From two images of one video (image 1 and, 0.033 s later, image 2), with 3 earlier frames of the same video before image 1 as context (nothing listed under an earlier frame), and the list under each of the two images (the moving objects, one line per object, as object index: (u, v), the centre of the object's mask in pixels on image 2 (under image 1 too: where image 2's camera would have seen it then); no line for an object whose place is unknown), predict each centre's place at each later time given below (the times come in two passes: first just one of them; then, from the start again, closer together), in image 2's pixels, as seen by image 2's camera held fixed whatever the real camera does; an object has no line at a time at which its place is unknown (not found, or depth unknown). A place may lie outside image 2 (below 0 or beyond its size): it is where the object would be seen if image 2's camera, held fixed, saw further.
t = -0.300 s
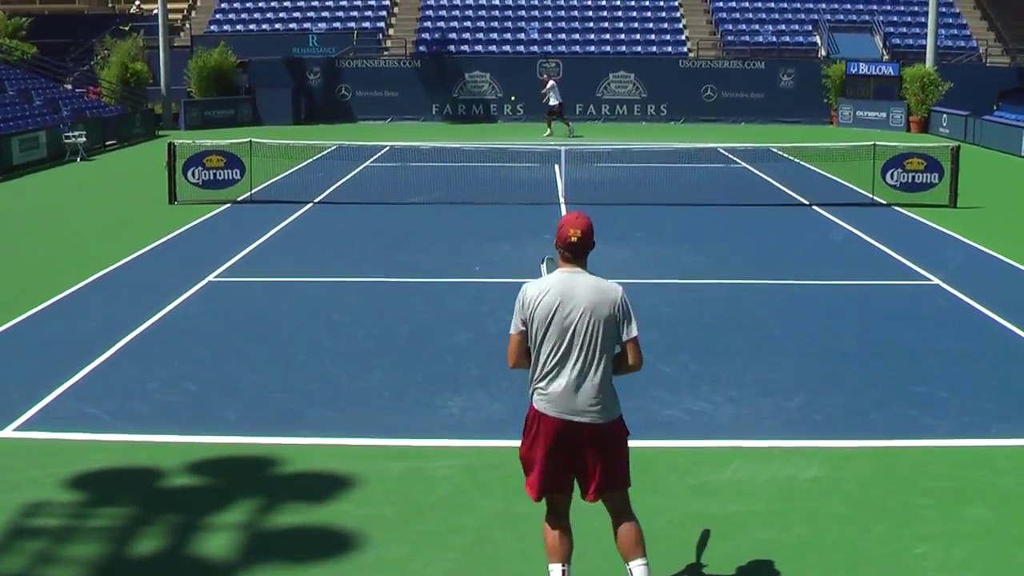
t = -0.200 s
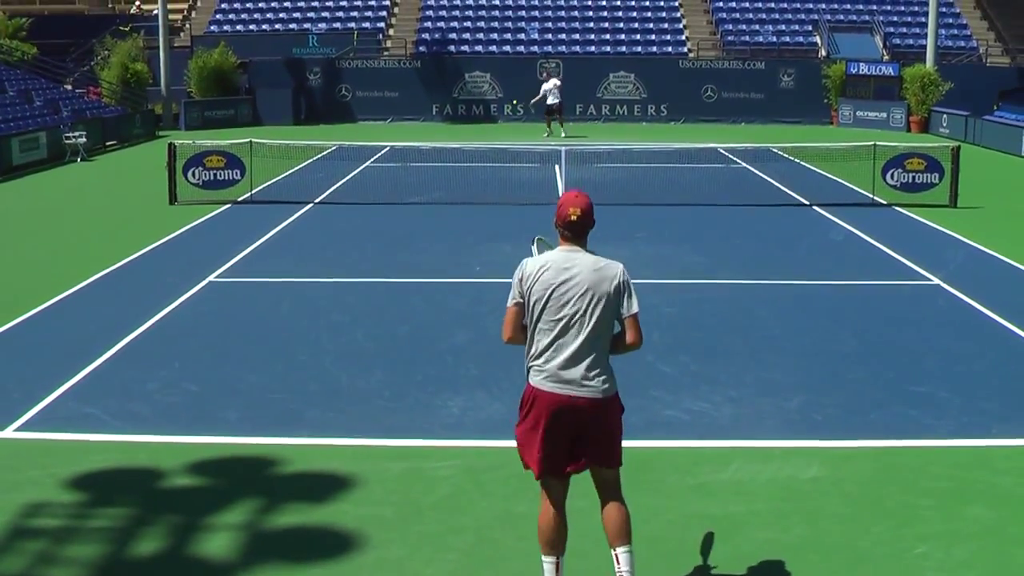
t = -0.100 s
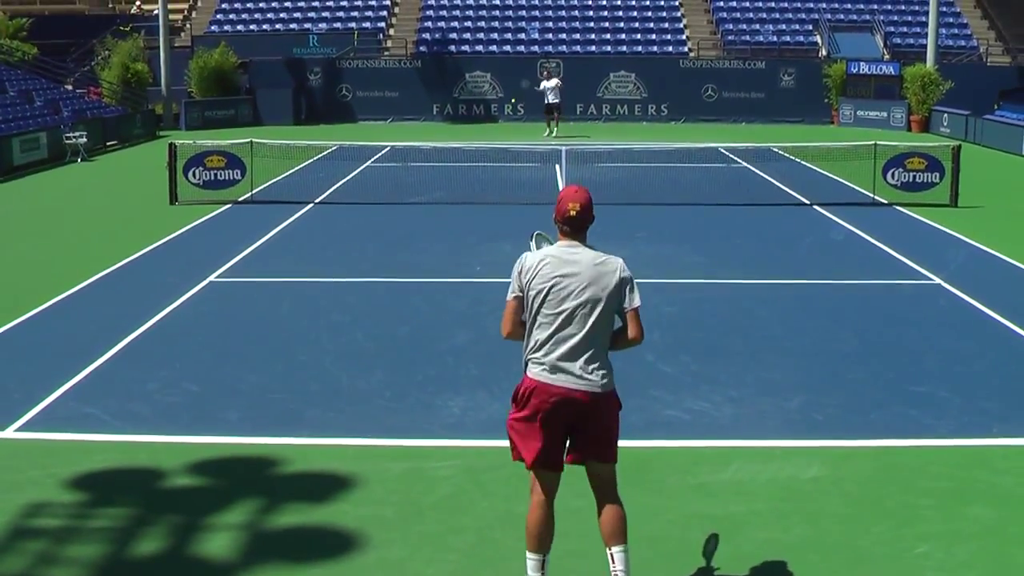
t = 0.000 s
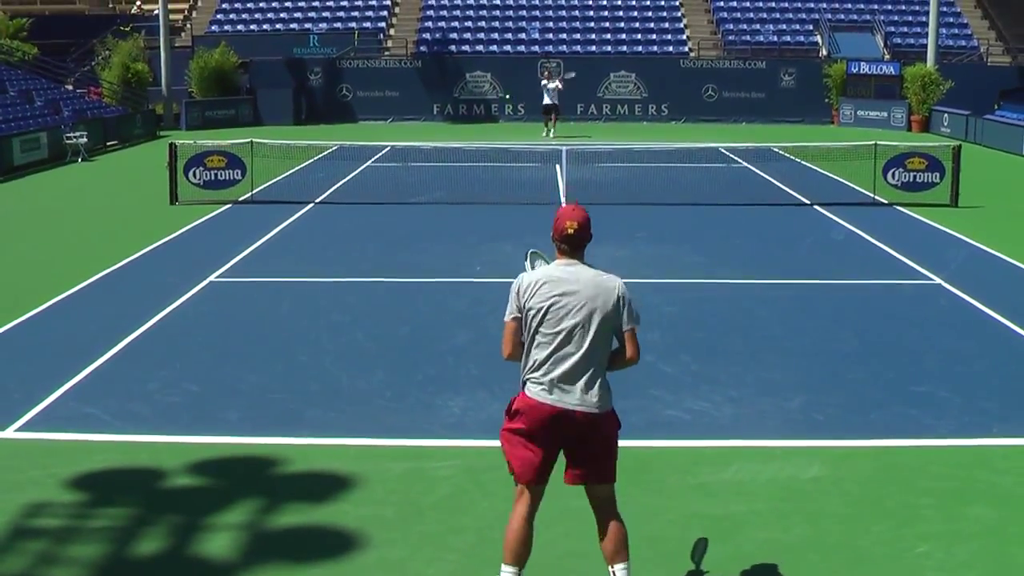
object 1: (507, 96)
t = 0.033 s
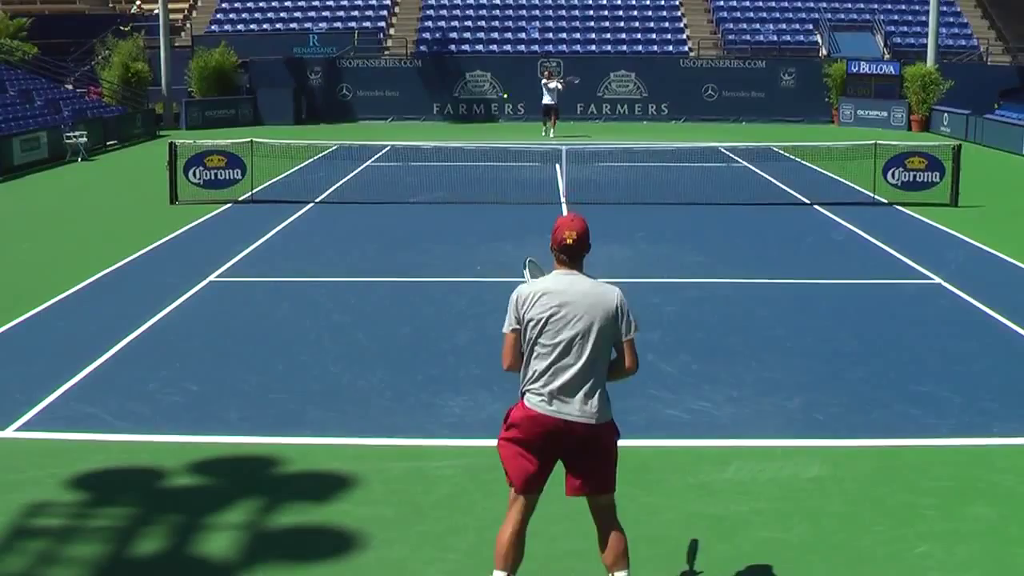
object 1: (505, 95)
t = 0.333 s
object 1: (478, 132)
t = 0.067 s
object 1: (502, 96)
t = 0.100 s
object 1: (500, 97)
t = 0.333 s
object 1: (478, 132)
